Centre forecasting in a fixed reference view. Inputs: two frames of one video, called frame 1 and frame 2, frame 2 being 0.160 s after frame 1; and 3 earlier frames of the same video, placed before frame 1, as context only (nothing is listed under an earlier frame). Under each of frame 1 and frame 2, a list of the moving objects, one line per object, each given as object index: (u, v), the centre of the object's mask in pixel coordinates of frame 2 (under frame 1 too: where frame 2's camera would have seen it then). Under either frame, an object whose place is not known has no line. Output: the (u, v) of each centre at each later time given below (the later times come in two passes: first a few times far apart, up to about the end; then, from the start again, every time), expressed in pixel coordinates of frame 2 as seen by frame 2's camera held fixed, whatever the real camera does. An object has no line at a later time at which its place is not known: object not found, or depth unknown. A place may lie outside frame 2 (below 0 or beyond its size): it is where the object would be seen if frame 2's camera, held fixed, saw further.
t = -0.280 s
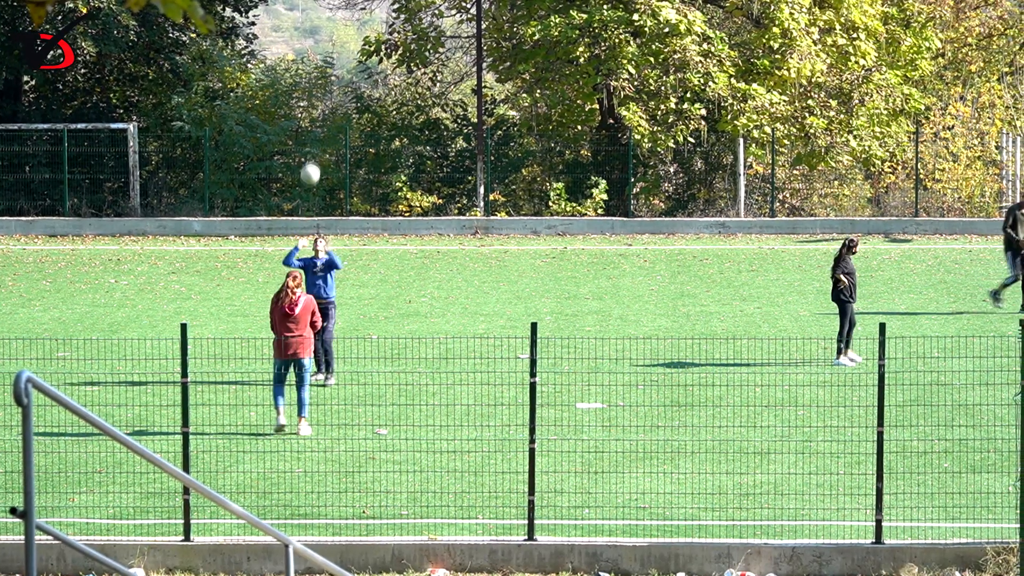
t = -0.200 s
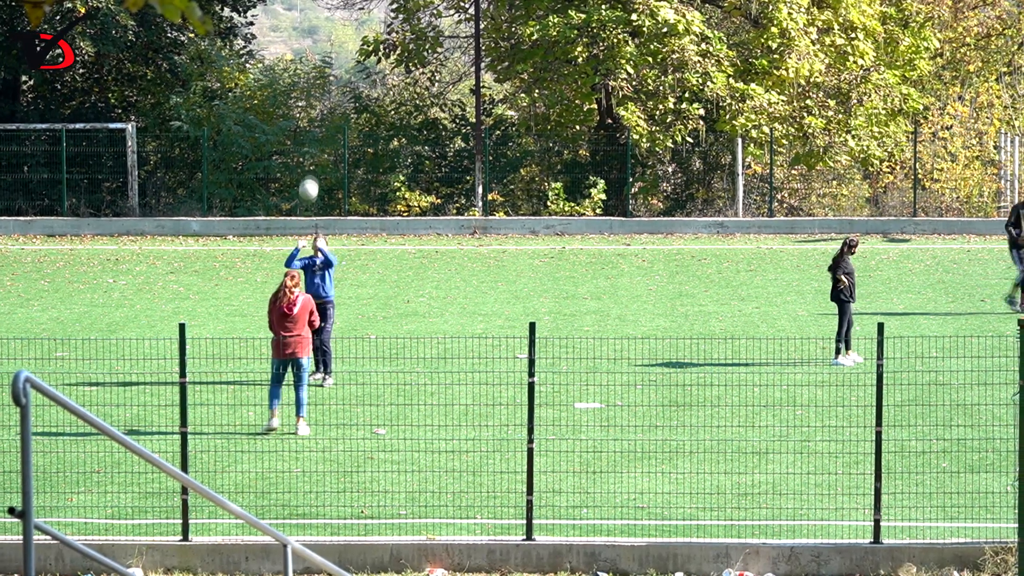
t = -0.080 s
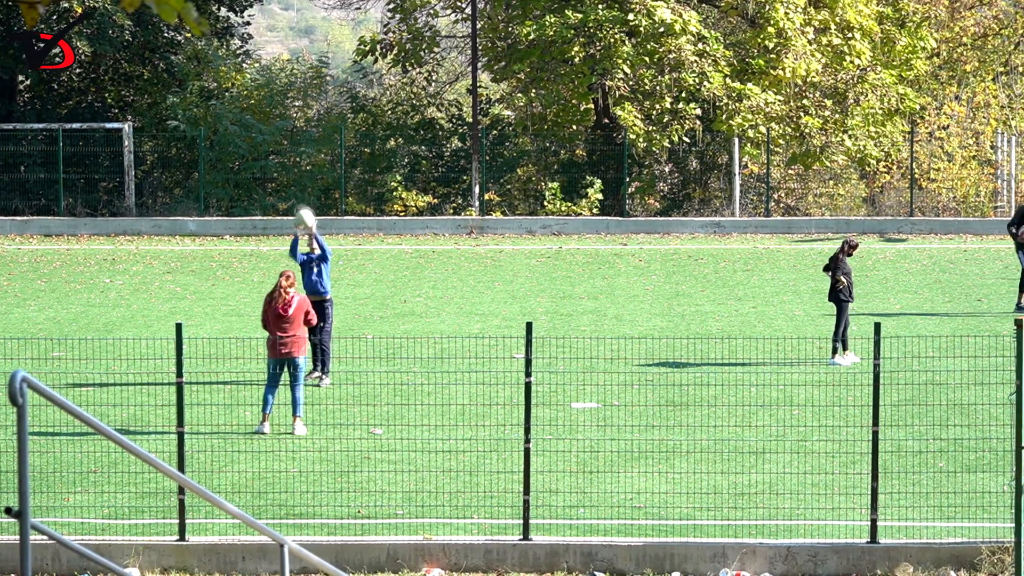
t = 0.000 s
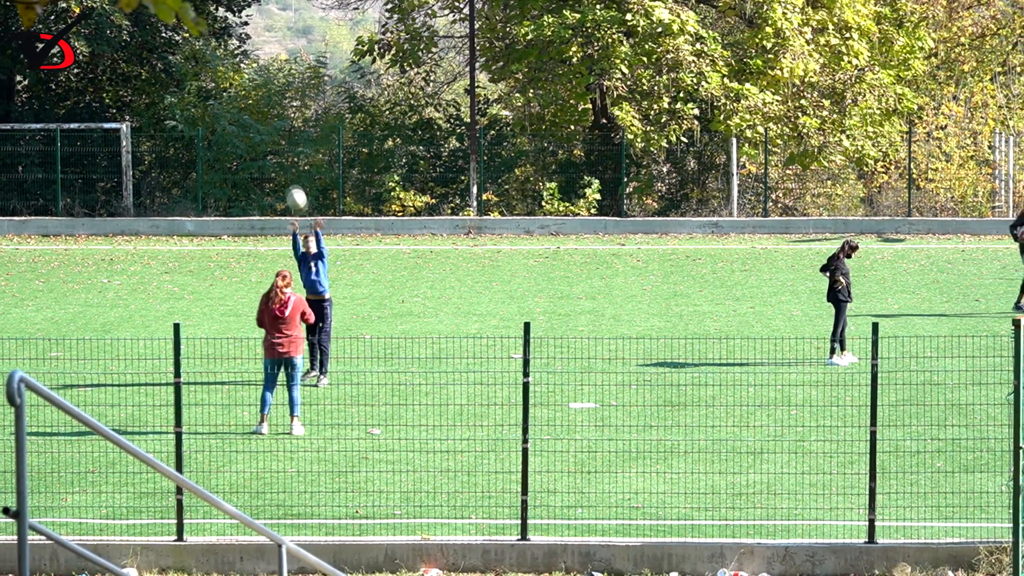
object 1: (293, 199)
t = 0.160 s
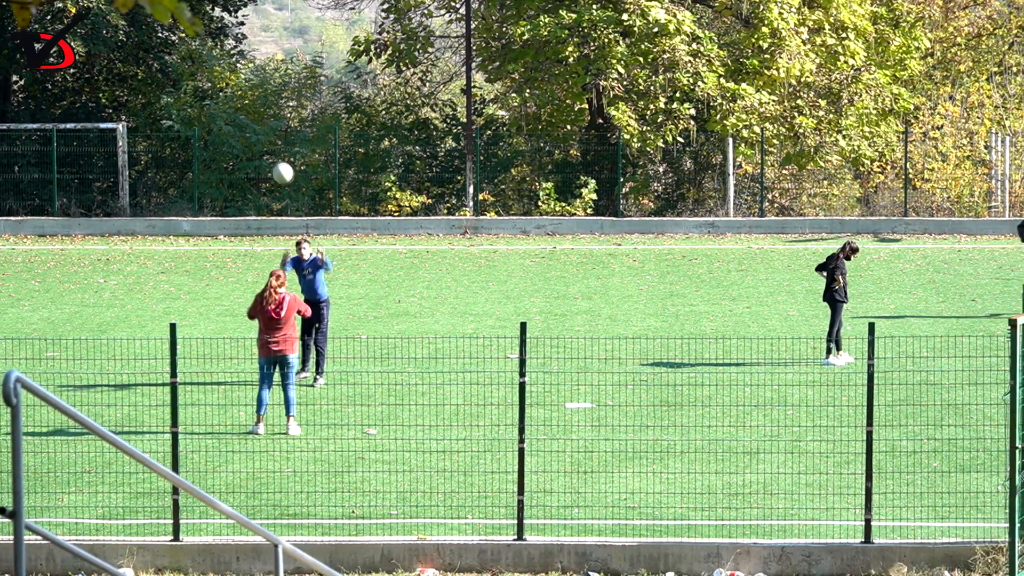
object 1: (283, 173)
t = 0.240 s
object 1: (279, 168)
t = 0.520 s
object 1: (266, 198)
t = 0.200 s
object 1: (281, 170)
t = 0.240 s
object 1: (279, 168)
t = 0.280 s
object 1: (277, 168)
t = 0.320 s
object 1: (275, 169)
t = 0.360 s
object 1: (273, 172)
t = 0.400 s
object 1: (271, 177)
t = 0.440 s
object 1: (270, 182)
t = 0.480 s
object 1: (268, 189)
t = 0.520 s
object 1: (266, 198)
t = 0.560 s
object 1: (265, 207)
